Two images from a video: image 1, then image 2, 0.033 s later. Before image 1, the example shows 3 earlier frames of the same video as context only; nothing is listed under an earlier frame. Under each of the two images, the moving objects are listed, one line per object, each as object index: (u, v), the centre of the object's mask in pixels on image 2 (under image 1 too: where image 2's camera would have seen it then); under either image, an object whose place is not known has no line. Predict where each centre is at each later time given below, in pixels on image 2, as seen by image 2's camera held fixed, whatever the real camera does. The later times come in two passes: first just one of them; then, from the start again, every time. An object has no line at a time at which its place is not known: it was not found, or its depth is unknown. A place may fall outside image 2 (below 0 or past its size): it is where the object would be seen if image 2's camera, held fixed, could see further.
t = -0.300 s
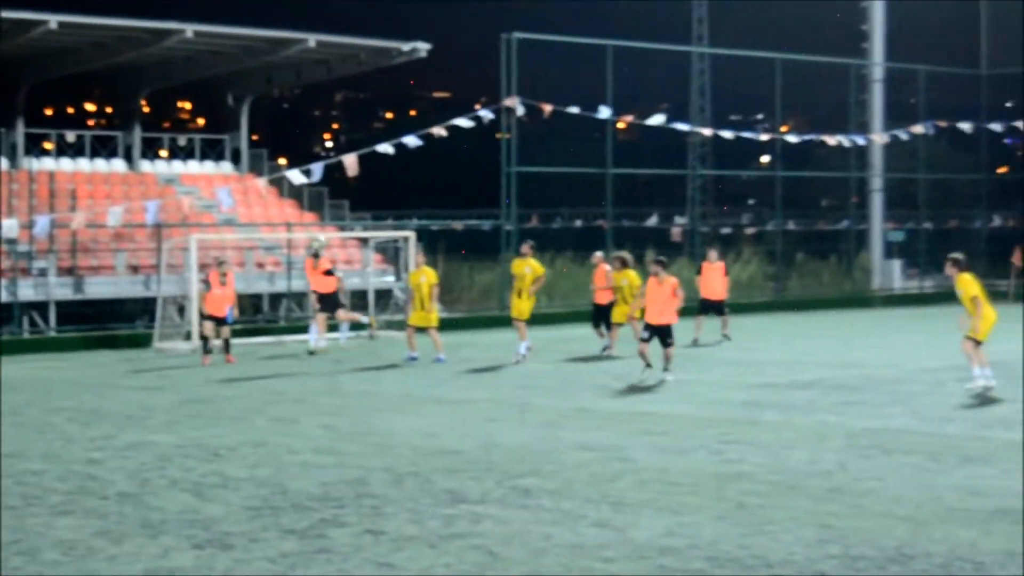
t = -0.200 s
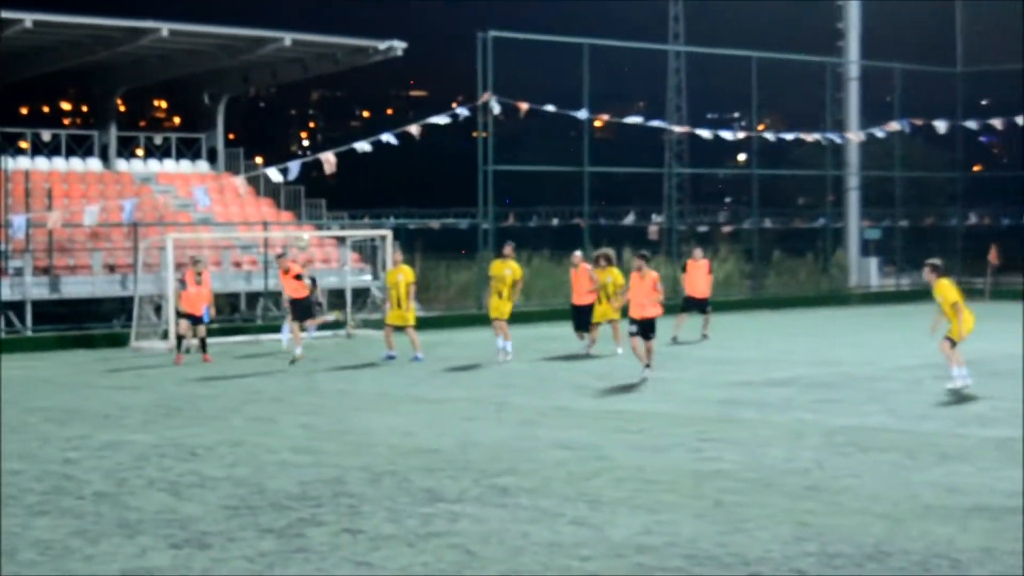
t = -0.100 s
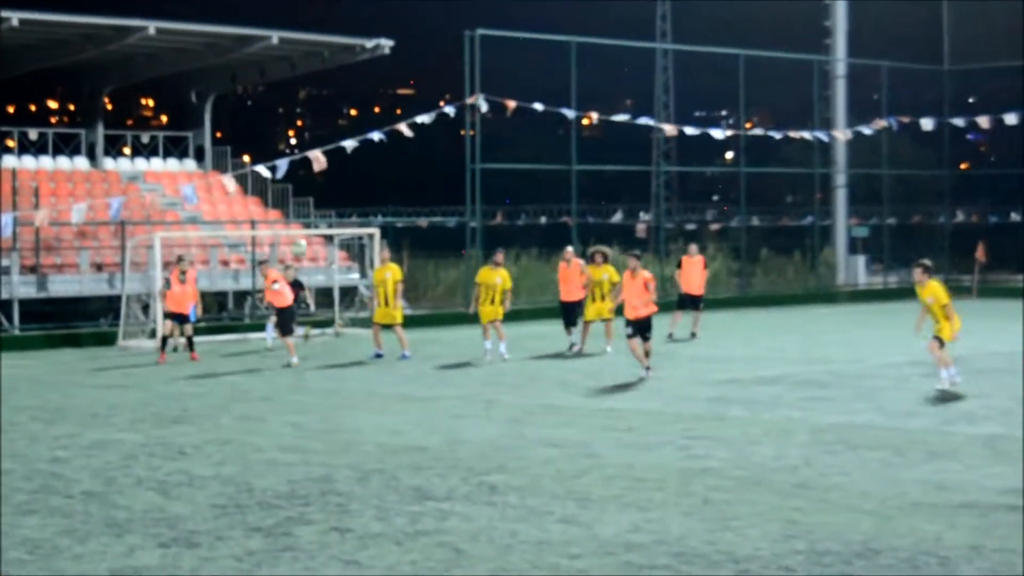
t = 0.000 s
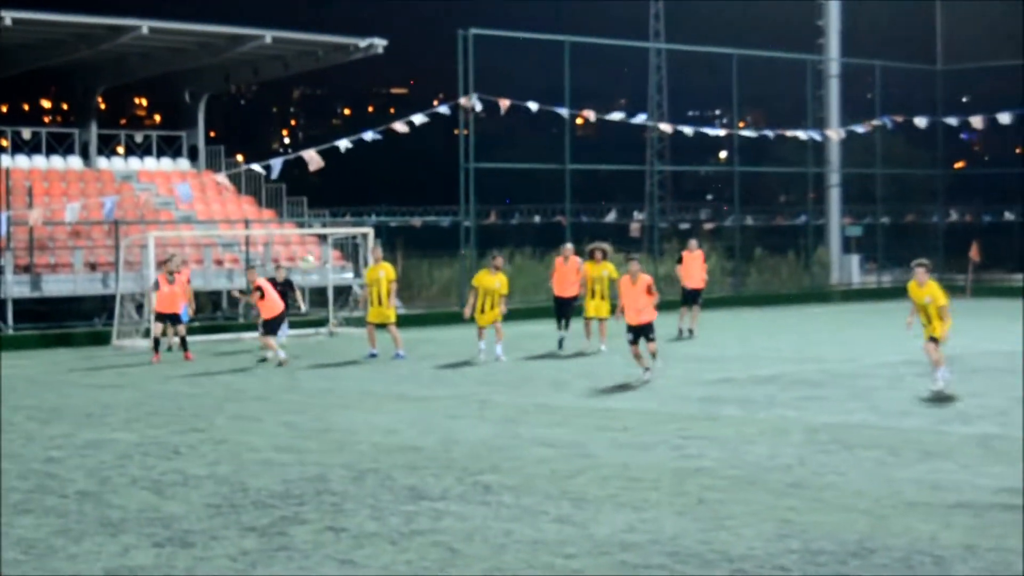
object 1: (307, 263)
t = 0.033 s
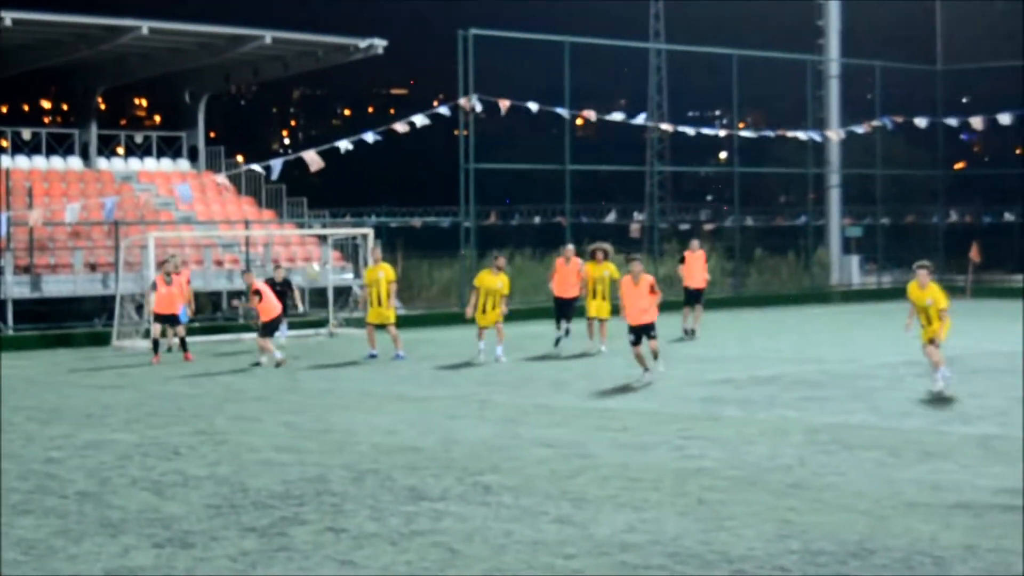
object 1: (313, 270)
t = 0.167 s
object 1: (338, 317)
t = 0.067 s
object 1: (317, 282)
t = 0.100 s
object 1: (325, 297)
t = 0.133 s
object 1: (331, 306)
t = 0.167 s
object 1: (338, 317)
